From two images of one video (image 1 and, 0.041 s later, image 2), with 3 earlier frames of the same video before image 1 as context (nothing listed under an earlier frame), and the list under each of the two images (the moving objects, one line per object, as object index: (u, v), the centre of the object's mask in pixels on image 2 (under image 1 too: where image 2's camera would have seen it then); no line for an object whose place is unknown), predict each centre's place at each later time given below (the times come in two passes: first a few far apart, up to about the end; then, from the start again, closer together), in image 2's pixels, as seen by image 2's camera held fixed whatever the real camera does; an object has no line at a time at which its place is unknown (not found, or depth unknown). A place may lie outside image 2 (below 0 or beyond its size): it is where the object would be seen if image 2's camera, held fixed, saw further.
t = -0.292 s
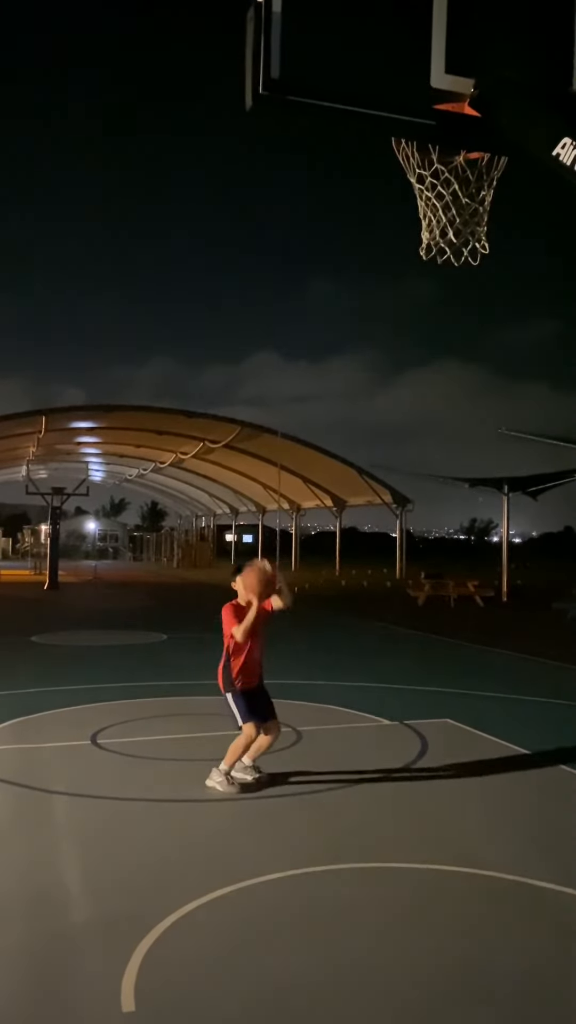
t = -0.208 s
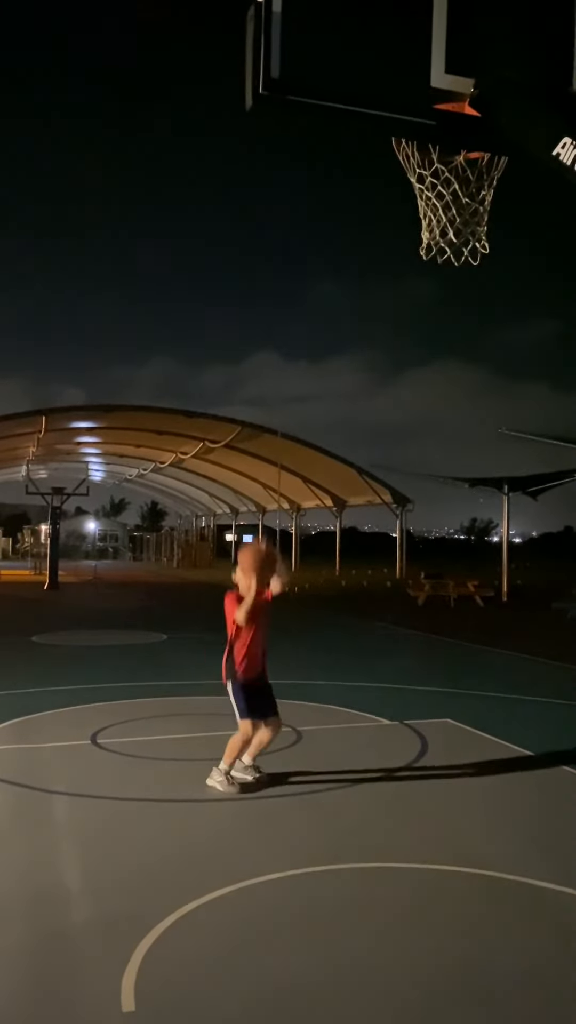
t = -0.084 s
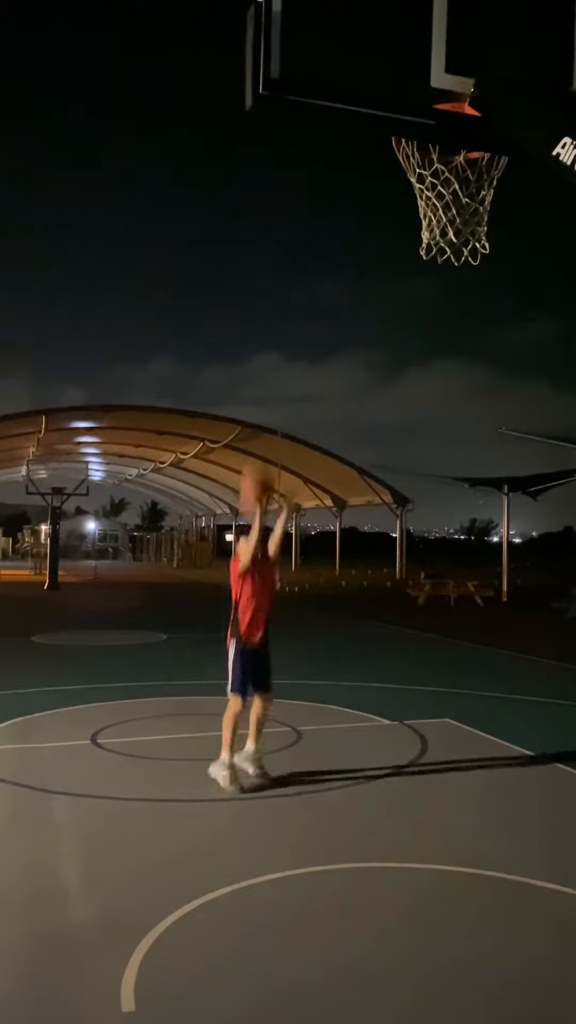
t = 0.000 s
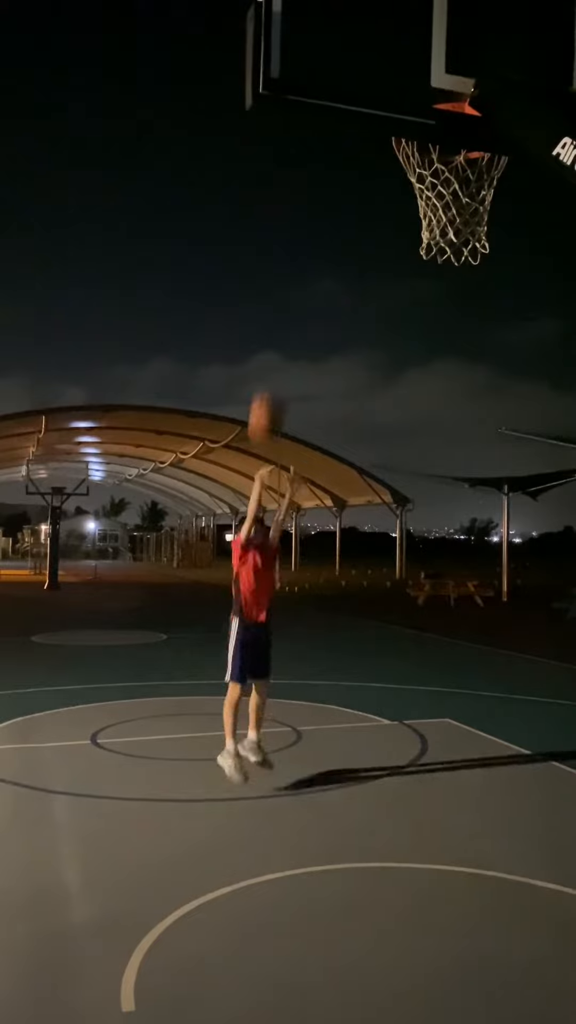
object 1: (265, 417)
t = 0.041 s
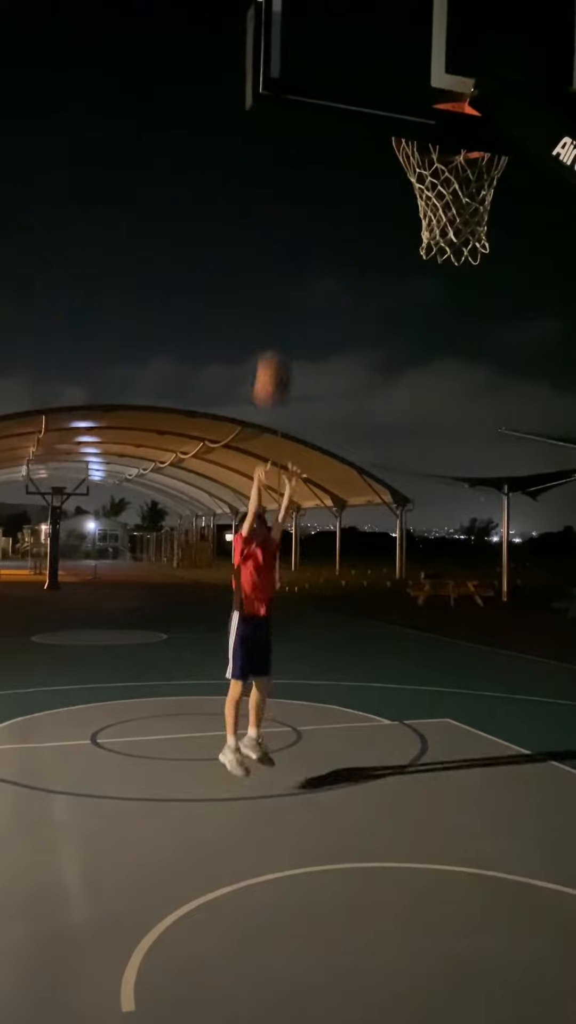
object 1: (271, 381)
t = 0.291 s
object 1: (308, 206)
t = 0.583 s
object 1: (374, 81)
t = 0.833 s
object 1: (450, 99)
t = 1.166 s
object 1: (414, 406)
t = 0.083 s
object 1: (272, 349)
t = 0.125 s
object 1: (278, 318)
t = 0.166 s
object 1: (285, 287)
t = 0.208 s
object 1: (292, 257)
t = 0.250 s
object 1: (300, 230)
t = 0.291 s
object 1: (308, 206)
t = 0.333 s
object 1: (316, 183)
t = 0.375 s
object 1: (324, 162)
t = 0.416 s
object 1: (332, 148)
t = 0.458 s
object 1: (341, 140)
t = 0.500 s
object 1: (357, 87)
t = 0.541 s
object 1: (364, 84)
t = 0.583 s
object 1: (374, 81)
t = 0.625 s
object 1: (385, 79)
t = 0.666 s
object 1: (397, 78)
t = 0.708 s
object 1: (410, 79)
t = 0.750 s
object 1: (419, 84)
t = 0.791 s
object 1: (433, 93)
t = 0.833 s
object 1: (450, 99)
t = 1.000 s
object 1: (432, 262)
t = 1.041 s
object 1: (424, 291)
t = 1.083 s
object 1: (418, 327)
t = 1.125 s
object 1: (412, 366)
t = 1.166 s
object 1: (414, 406)
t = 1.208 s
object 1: (409, 451)
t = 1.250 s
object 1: (403, 497)
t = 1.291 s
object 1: (387, 554)
